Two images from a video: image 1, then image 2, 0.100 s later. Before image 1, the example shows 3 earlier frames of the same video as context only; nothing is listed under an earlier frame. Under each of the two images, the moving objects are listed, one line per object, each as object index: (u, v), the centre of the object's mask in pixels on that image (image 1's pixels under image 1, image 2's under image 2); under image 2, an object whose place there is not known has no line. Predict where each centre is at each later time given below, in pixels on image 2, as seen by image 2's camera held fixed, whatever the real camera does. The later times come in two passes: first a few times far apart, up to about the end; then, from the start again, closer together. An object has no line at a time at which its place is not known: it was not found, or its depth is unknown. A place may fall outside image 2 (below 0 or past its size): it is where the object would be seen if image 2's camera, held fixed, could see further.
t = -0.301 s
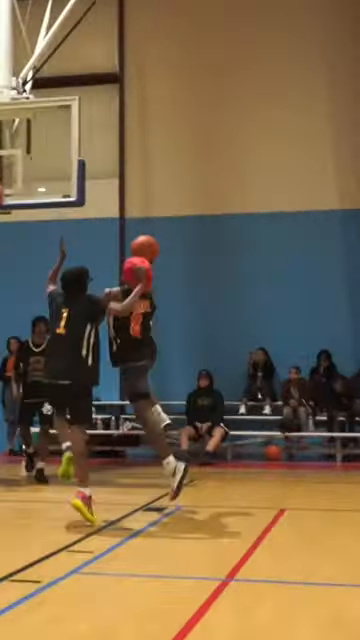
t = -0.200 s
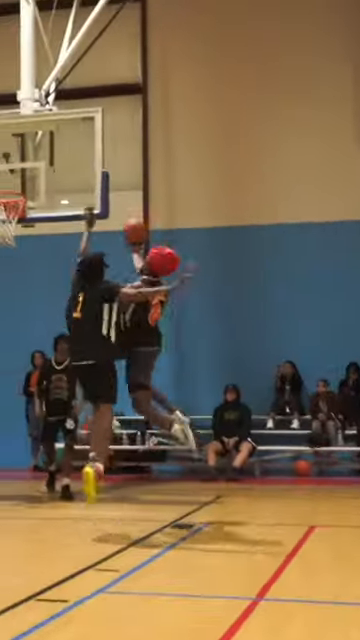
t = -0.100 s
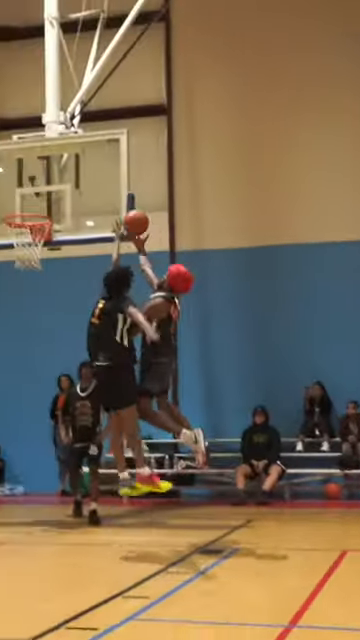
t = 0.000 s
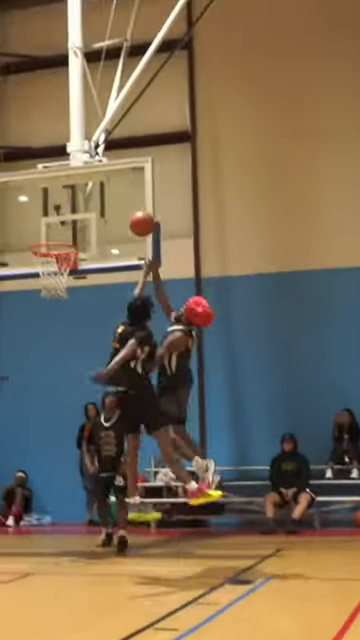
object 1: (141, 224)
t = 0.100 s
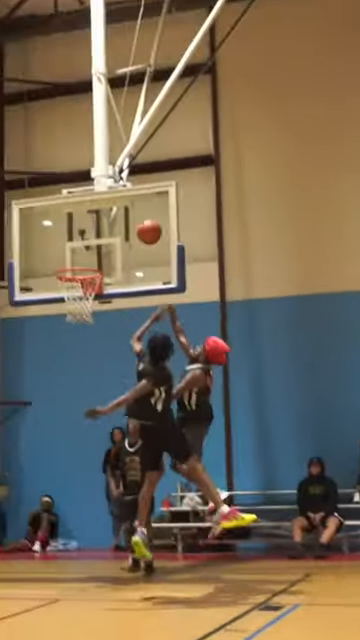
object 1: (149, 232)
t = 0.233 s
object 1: (126, 226)
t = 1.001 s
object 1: (79, 322)
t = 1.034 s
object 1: (79, 328)
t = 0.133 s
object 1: (143, 228)
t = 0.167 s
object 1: (137, 226)
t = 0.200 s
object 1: (132, 226)
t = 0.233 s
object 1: (126, 226)
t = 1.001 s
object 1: (79, 322)
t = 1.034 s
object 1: (79, 328)
